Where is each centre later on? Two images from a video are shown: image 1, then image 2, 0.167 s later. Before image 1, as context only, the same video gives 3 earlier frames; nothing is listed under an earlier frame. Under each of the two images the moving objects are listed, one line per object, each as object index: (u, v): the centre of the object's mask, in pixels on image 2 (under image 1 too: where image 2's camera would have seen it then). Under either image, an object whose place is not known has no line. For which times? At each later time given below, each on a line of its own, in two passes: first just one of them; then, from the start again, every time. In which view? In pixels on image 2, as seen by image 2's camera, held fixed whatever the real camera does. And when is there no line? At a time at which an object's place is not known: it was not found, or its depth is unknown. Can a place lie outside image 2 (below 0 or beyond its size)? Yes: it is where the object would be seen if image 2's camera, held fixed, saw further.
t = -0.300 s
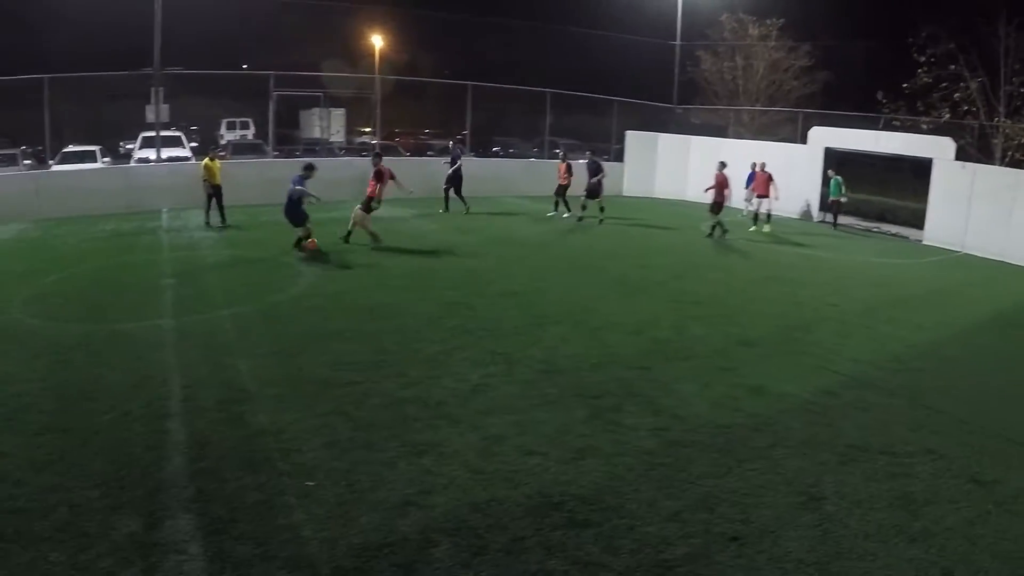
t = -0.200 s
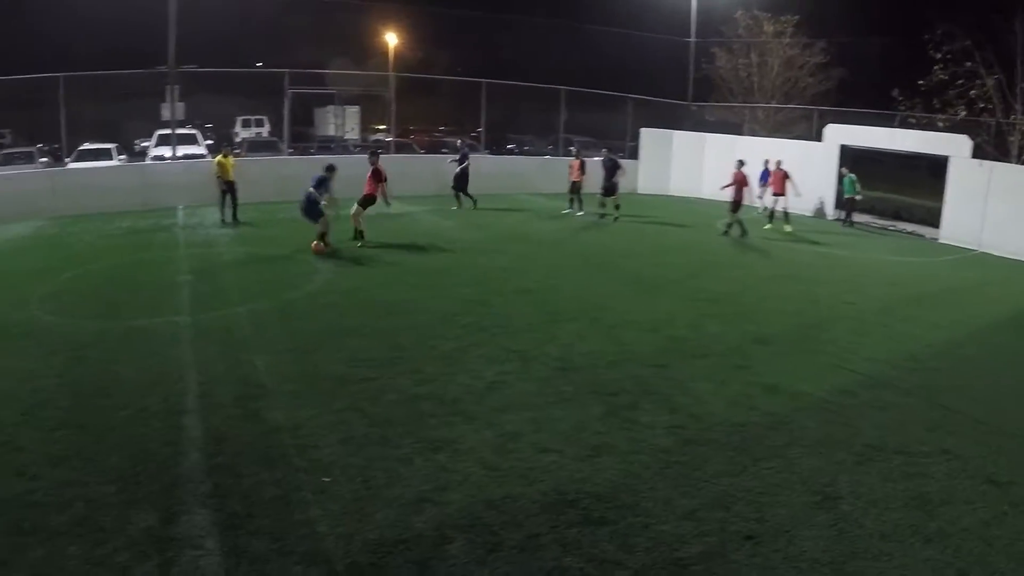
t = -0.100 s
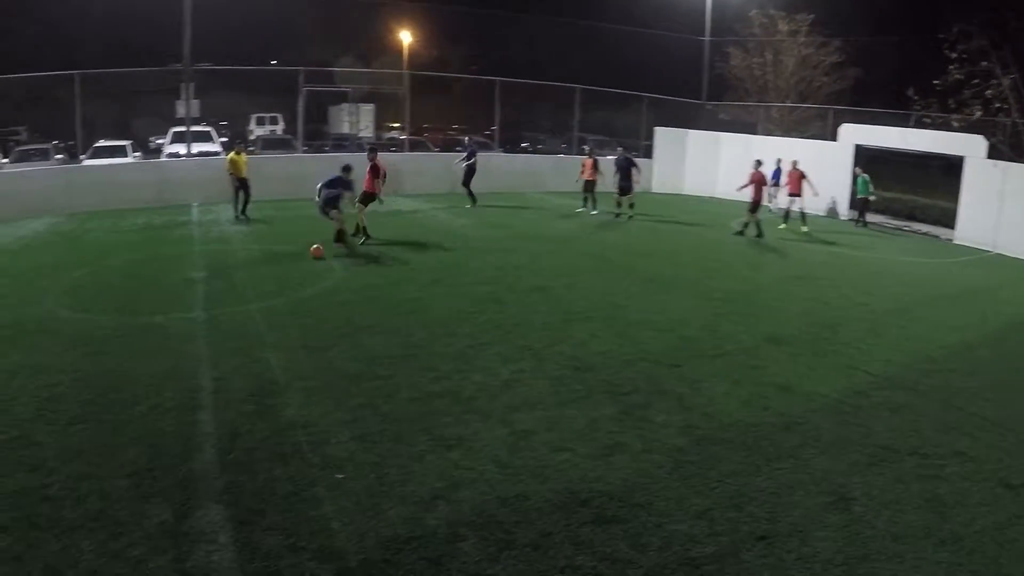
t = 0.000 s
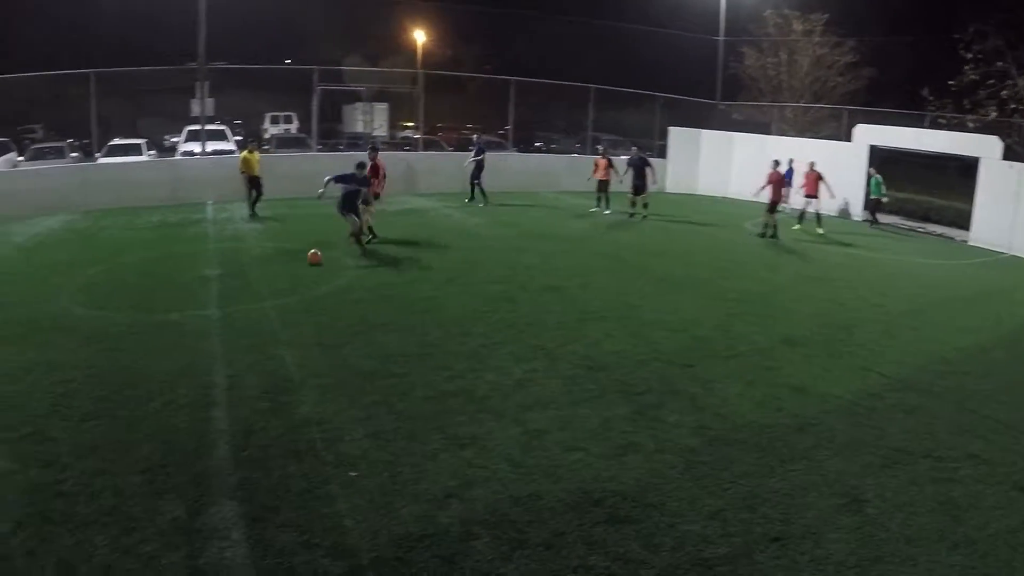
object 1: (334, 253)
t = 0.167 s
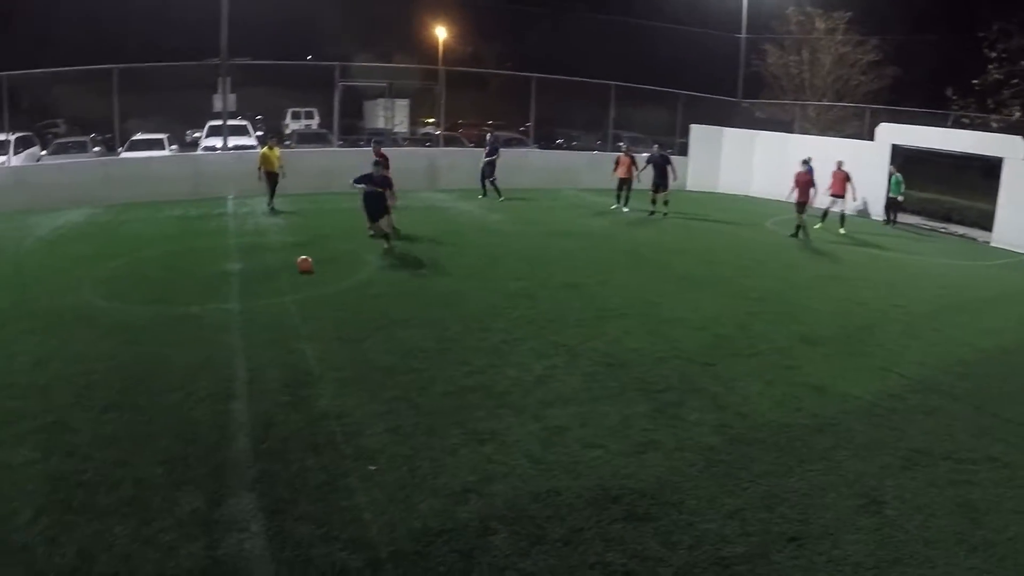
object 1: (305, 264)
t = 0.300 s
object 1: (277, 273)
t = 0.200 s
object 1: (298, 266)
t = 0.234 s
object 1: (292, 268)
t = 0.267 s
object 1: (284, 270)
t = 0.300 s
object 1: (277, 273)
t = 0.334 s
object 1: (270, 275)
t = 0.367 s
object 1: (263, 277)
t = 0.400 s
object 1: (256, 280)
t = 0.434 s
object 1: (248, 282)
